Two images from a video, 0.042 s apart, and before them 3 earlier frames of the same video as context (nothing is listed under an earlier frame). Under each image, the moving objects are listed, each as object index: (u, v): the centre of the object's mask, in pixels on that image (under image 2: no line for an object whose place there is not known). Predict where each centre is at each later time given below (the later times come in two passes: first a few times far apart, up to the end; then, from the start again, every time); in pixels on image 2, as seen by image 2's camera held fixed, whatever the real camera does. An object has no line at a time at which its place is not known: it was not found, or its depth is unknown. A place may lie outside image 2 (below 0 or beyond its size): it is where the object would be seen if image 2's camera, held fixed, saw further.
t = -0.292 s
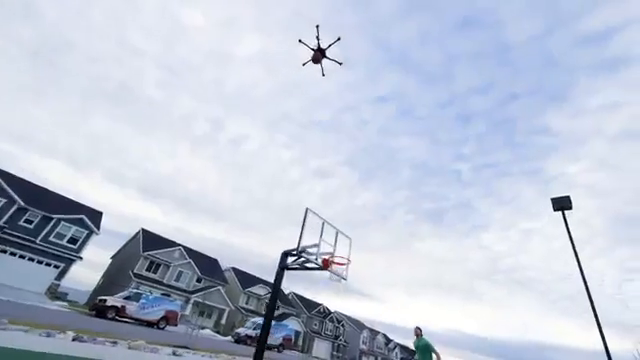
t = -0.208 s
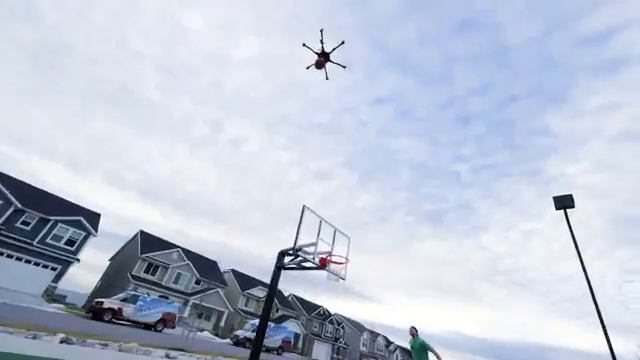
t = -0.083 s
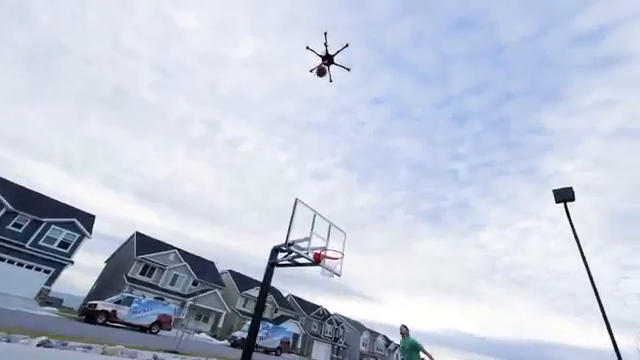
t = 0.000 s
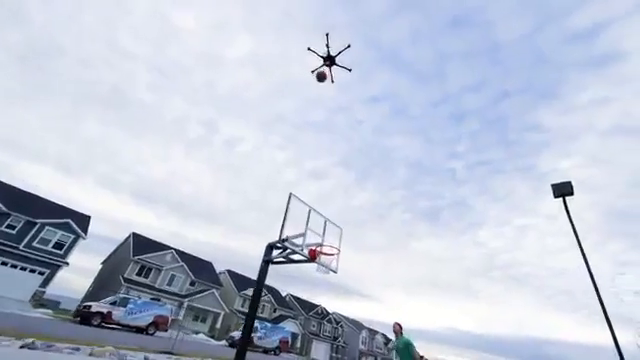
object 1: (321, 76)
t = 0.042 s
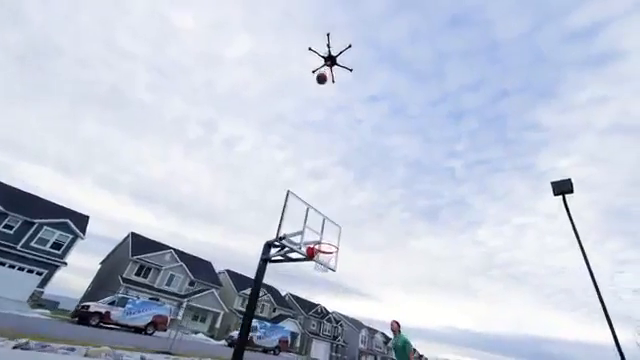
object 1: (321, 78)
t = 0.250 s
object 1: (331, 109)
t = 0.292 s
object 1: (333, 117)
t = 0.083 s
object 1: (324, 85)
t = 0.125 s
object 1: (326, 91)
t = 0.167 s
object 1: (328, 96)
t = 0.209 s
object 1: (329, 103)
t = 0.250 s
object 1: (331, 109)
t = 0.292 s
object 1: (333, 117)
